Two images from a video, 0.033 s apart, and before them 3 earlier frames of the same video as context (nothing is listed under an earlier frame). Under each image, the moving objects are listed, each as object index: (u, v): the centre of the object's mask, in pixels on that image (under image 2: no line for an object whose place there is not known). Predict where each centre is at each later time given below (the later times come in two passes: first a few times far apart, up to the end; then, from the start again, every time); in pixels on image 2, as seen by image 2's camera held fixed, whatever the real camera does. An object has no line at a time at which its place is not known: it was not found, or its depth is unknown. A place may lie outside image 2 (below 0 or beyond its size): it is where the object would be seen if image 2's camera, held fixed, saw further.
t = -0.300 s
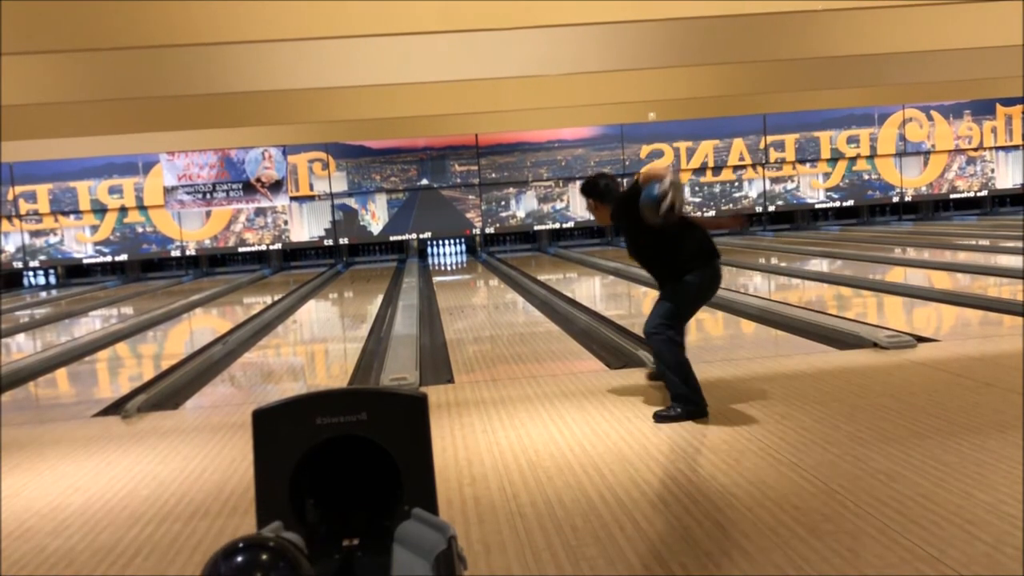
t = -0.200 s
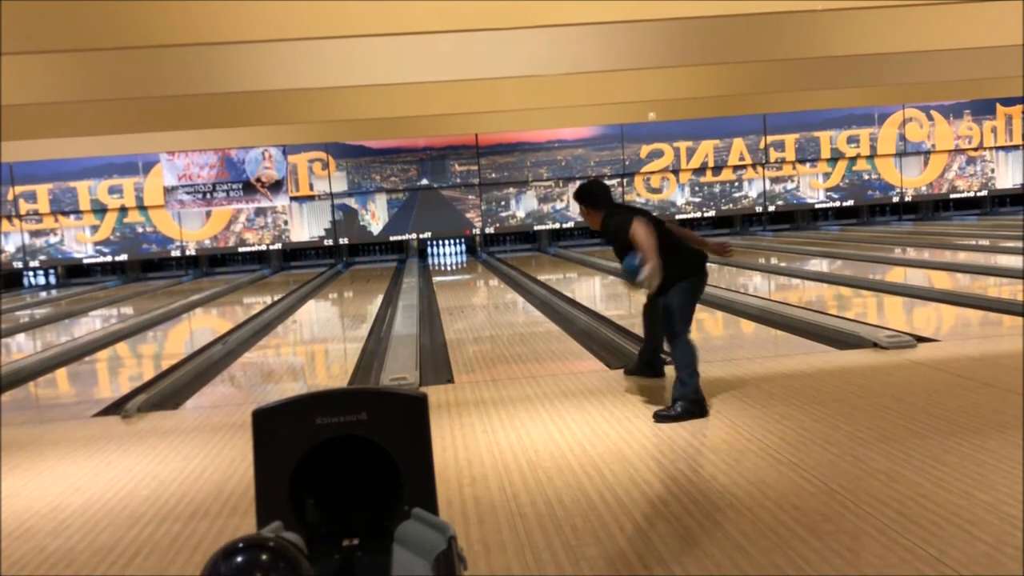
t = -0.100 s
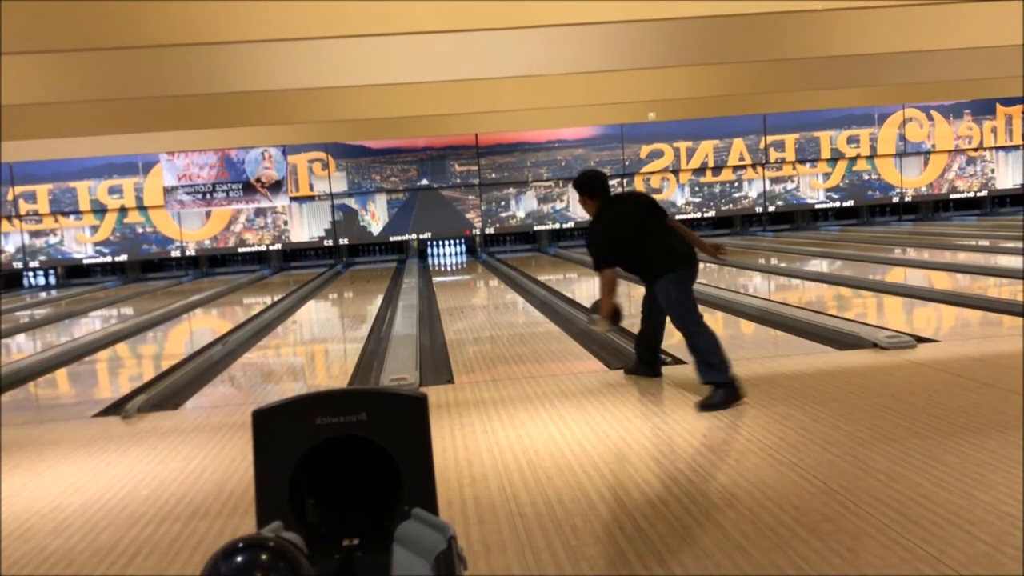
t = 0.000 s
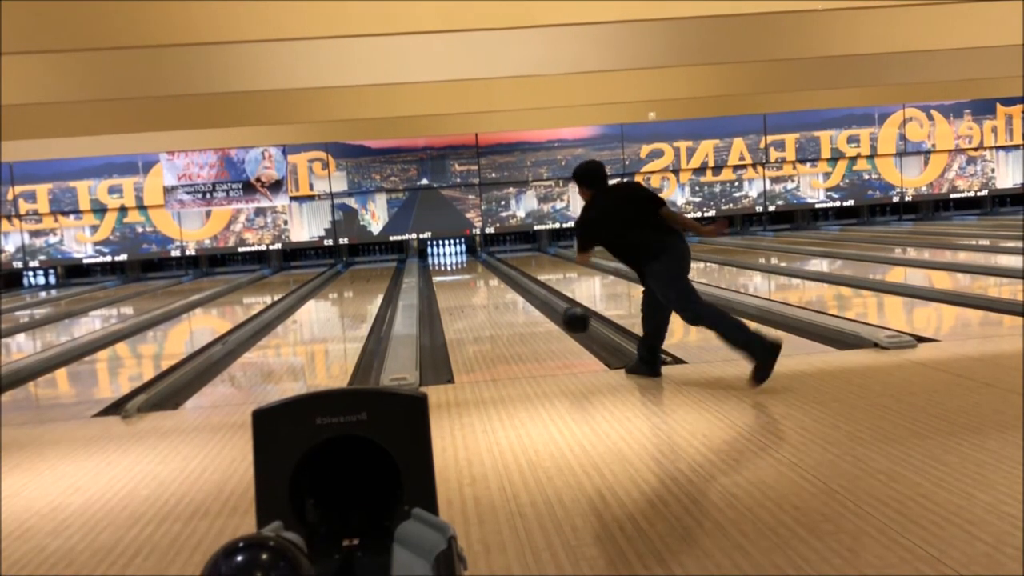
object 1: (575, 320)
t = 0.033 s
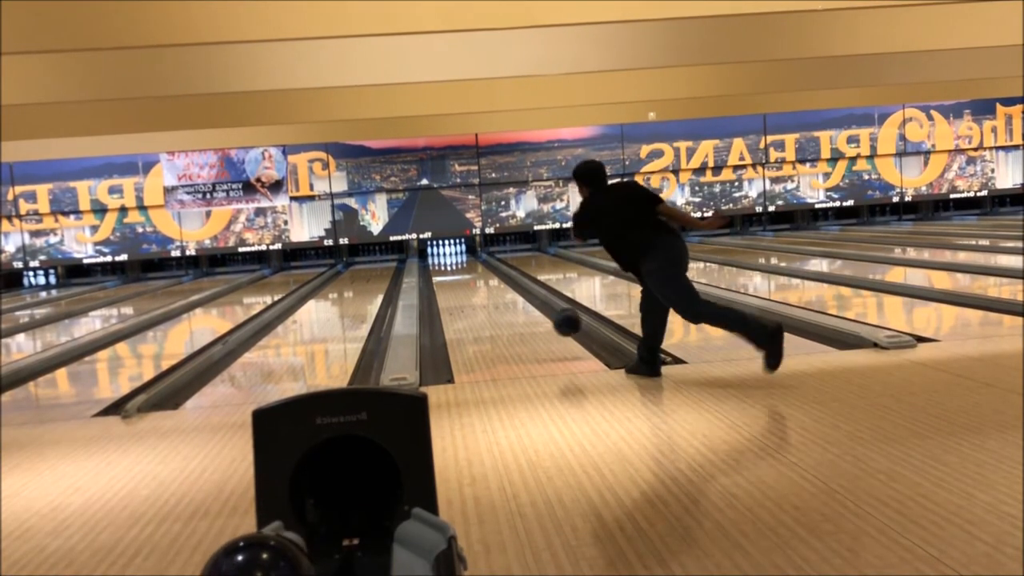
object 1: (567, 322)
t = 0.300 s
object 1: (517, 316)
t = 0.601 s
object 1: (481, 294)
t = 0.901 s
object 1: (459, 282)
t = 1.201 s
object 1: (445, 273)
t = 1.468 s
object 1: (437, 267)
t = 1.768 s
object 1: (434, 262)
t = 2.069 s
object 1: (434, 258)
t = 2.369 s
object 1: (441, 254)
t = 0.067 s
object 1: (559, 325)
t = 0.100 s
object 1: (552, 329)
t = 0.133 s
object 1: (546, 331)
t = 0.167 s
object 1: (539, 329)
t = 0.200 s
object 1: (534, 323)
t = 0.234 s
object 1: (527, 322)
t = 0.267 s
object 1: (522, 319)
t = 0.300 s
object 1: (517, 316)
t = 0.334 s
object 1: (512, 312)
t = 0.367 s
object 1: (506, 308)
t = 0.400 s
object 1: (502, 306)
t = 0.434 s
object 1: (498, 304)
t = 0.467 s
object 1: (494, 302)
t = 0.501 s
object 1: (491, 300)
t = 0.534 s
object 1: (487, 298)
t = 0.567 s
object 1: (484, 296)
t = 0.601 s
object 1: (481, 294)
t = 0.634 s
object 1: (478, 293)
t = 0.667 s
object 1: (475, 291)
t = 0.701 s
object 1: (473, 289)
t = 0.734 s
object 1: (470, 288)
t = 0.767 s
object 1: (468, 287)
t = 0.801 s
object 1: (466, 286)
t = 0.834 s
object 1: (464, 284)
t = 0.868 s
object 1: (461, 283)
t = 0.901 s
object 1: (459, 282)
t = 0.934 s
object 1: (458, 281)
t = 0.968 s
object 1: (456, 279)
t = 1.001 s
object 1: (454, 279)
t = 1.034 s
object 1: (452, 277)
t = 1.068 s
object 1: (451, 277)
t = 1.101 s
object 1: (450, 276)
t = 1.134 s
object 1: (448, 275)
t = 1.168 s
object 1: (447, 274)
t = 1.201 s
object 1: (445, 273)
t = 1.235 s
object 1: (444, 272)
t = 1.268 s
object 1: (443, 271)
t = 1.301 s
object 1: (442, 271)
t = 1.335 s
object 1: (441, 270)
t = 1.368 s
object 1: (440, 269)
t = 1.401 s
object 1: (439, 269)
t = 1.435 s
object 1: (438, 268)
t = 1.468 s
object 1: (437, 267)
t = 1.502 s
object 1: (436, 266)
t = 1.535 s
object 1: (436, 266)
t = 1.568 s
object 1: (436, 265)
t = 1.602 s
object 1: (435, 265)
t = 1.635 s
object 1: (434, 264)
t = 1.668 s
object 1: (434, 263)
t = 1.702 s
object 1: (434, 263)
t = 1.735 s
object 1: (434, 262)
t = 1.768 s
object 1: (434, 262)
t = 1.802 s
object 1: (433, 262)
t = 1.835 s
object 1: (433, 261)
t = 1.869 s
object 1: (434, 260)
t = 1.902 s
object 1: (434, 260)
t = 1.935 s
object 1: (433, 259)
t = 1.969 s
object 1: (433, 258)
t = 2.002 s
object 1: (434, 258)
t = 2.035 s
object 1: (434, 257)
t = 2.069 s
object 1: (434, 258)
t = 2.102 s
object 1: (434, 257)
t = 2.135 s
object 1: (435, 257)
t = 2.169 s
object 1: (435, 256)
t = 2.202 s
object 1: (436, 255)
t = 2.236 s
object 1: (436, 255)
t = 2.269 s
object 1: (436, 254)
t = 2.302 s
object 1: (437, 254)
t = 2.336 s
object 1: (439, 254)
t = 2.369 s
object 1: (441, 254)
